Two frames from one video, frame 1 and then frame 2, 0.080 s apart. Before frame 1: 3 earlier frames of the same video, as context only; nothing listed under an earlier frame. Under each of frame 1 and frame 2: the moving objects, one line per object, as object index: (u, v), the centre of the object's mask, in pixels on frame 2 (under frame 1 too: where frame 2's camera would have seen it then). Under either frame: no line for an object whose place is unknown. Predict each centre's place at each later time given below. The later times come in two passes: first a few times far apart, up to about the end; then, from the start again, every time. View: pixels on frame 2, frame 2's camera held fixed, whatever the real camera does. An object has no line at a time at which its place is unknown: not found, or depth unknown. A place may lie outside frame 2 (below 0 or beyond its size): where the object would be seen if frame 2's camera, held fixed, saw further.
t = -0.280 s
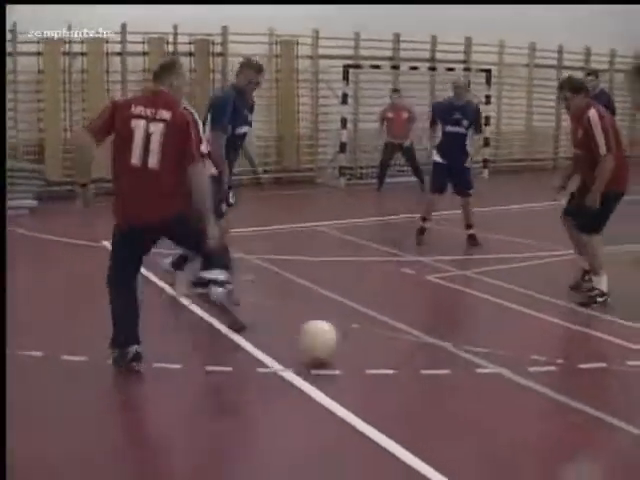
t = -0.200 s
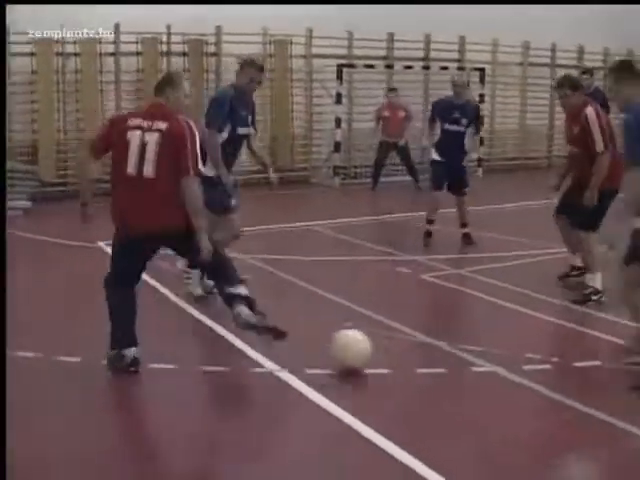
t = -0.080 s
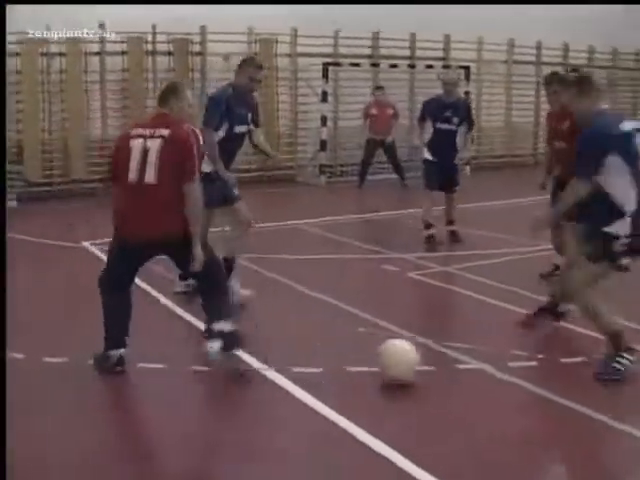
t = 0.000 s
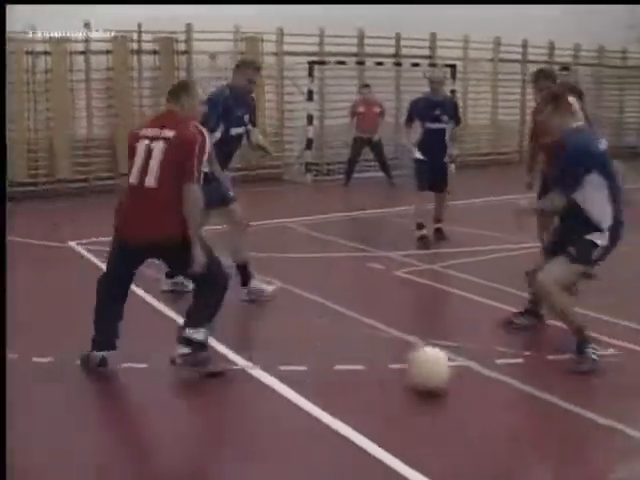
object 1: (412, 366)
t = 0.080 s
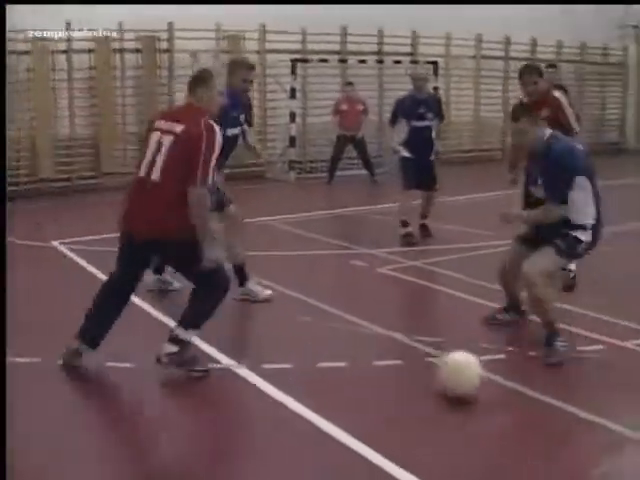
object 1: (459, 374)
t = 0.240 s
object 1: (559, 393)
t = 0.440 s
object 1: (703, 420)
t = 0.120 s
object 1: (482, 380)
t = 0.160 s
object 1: (507, 384)
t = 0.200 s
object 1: (533, 389)
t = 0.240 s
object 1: (559, 393)
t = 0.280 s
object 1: (587, 399)
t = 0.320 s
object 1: (615, 403)
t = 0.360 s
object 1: (642, 410)
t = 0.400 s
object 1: (672, 413)
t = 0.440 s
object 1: (703, 420)
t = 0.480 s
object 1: (735, 425)
